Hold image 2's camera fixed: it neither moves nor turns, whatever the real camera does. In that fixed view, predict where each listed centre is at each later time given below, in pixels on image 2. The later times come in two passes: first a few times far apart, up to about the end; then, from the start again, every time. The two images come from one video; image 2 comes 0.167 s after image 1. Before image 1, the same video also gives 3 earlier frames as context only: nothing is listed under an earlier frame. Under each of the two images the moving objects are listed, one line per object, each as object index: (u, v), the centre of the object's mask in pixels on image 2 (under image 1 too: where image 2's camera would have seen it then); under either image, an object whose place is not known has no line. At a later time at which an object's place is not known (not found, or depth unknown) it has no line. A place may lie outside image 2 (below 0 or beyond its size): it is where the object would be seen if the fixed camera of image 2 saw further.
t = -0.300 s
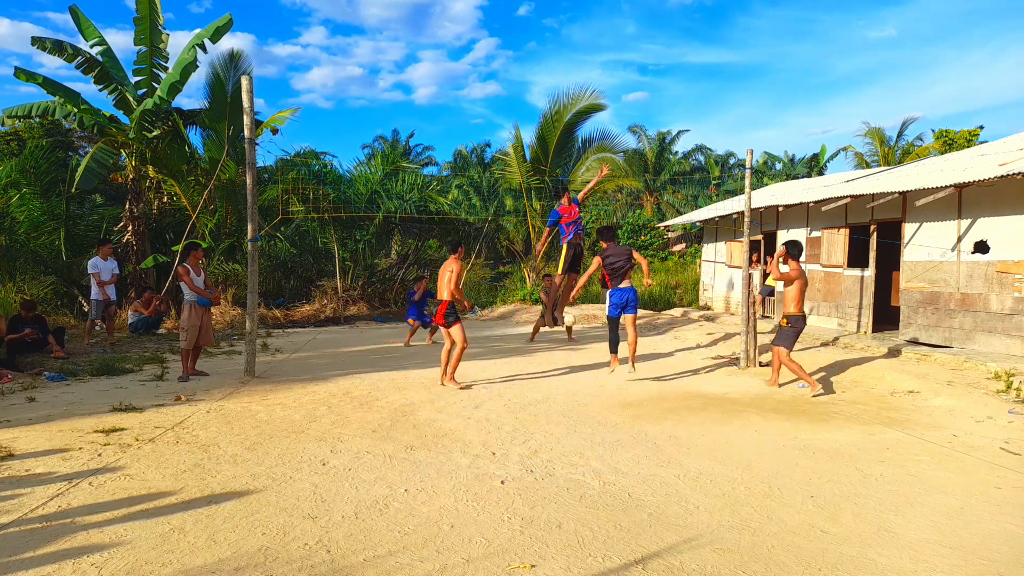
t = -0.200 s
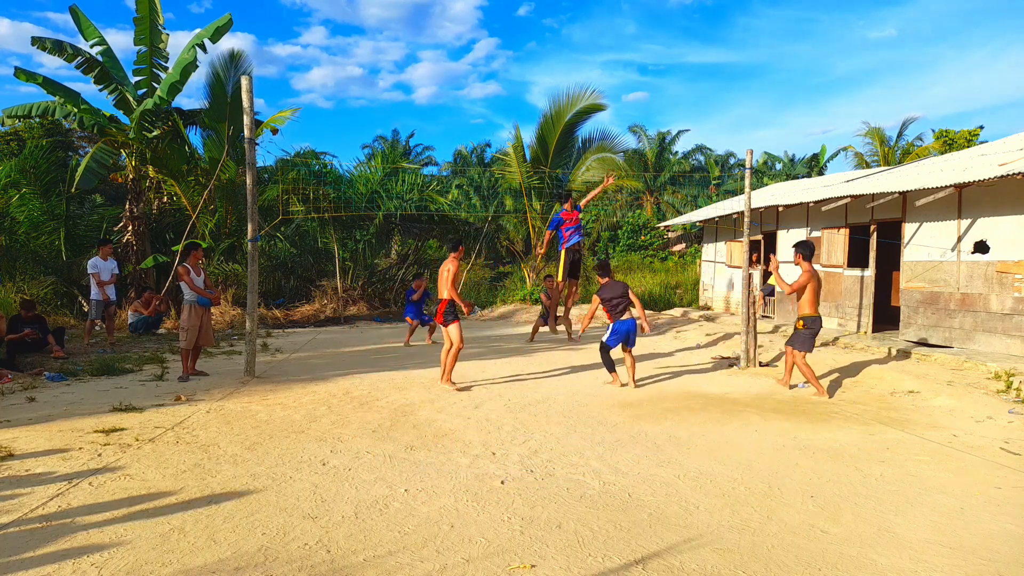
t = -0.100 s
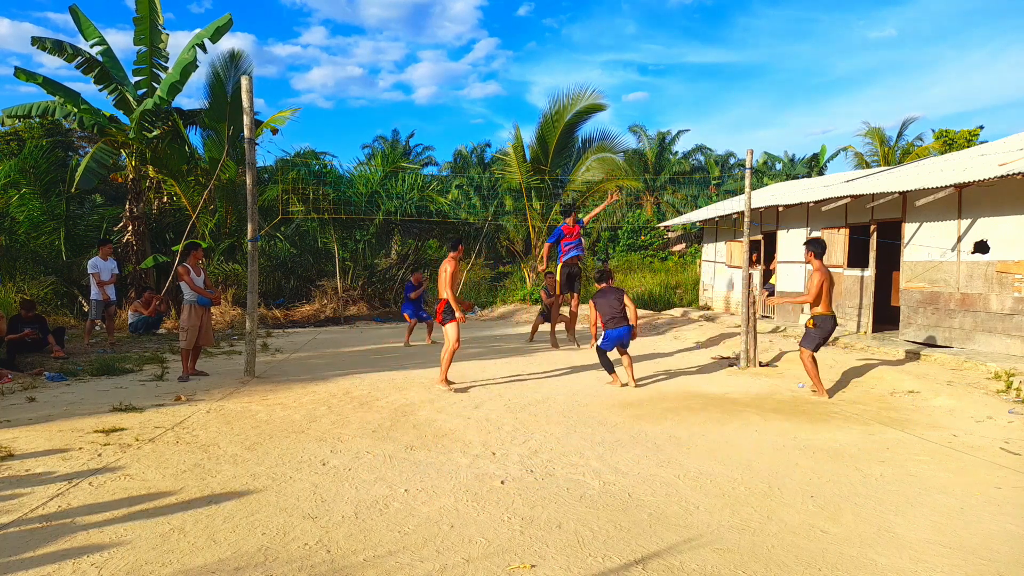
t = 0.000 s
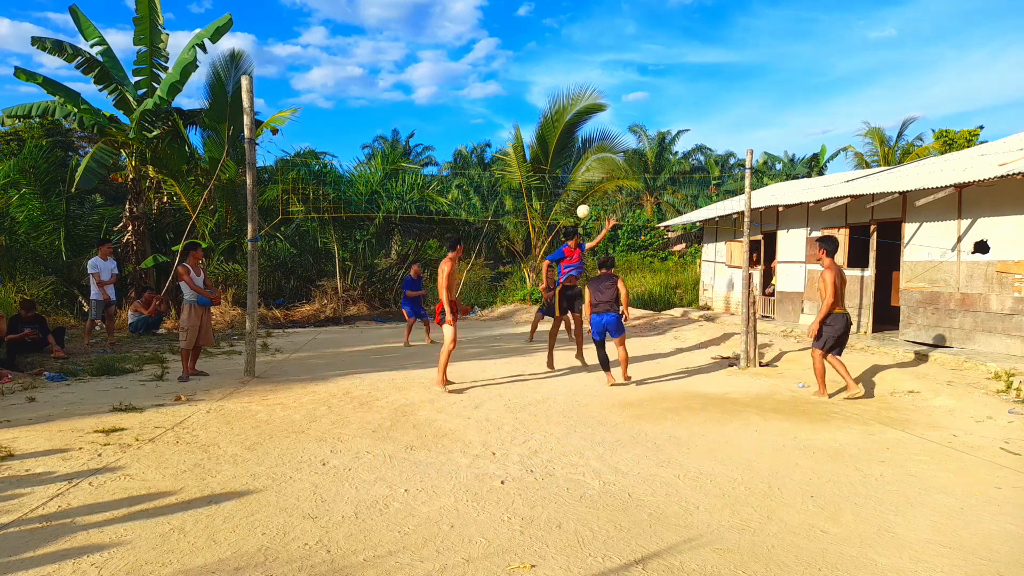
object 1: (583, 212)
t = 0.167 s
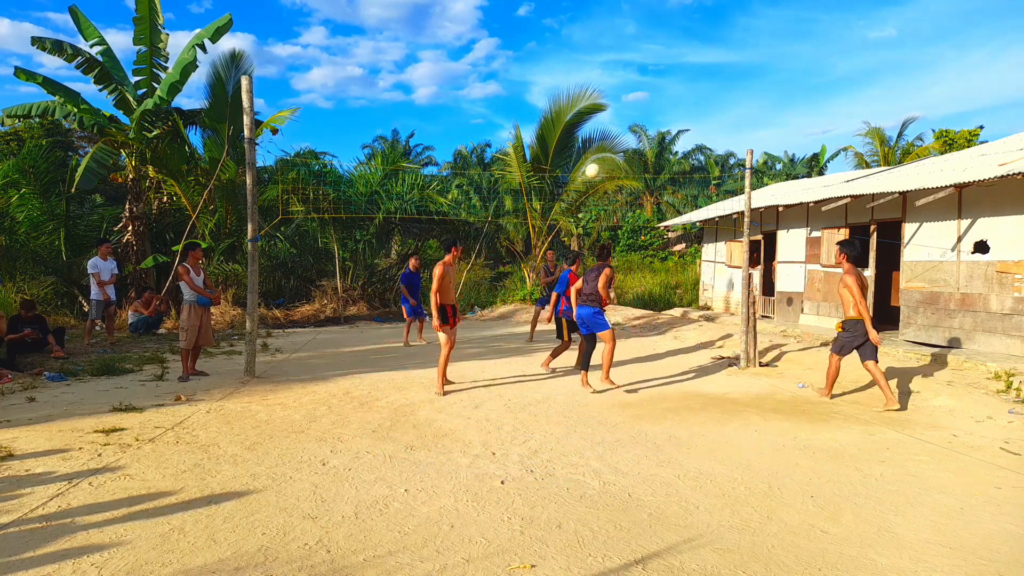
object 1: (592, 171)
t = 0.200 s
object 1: (594, 164)
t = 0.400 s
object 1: (607, 143)
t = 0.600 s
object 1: (622, 155)
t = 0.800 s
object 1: (636, 206)
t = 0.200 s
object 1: (594, 164)
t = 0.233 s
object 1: (596, 159)
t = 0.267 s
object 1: (598, 154)
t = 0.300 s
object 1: (600, 151)
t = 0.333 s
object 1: (602, 148)
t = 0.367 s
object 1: (605, 145)
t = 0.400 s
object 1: (607, 143)
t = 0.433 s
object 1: (610, 143)
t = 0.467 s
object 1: (612, 144)
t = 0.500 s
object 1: (614, 145)
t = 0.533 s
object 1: (617, 147)
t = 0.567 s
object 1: (619, 150)
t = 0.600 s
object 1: (622, 155)
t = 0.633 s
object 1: (624, 161)
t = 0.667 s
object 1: (627, 167)
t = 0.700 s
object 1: (630, 175)
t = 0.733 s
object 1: (632, 184)
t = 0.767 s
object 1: (634, 195)
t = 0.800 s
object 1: (636, 206)
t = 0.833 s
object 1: (639, 219)
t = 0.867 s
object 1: (642, 234)
